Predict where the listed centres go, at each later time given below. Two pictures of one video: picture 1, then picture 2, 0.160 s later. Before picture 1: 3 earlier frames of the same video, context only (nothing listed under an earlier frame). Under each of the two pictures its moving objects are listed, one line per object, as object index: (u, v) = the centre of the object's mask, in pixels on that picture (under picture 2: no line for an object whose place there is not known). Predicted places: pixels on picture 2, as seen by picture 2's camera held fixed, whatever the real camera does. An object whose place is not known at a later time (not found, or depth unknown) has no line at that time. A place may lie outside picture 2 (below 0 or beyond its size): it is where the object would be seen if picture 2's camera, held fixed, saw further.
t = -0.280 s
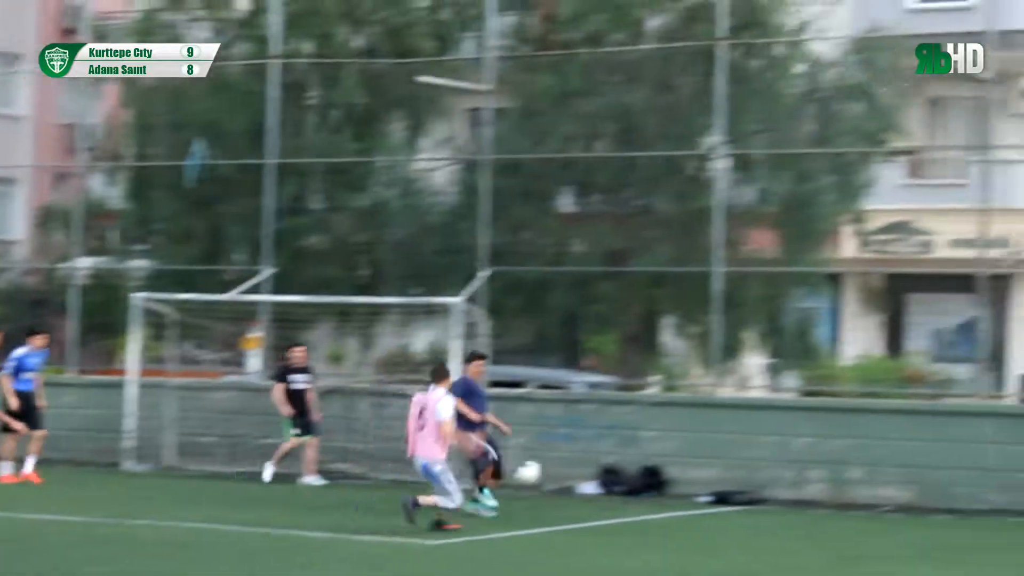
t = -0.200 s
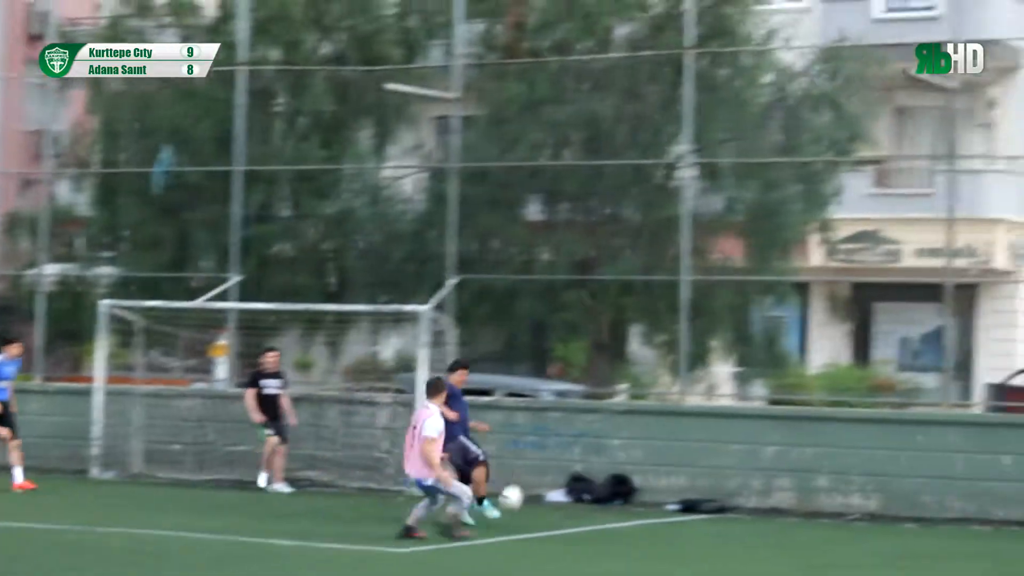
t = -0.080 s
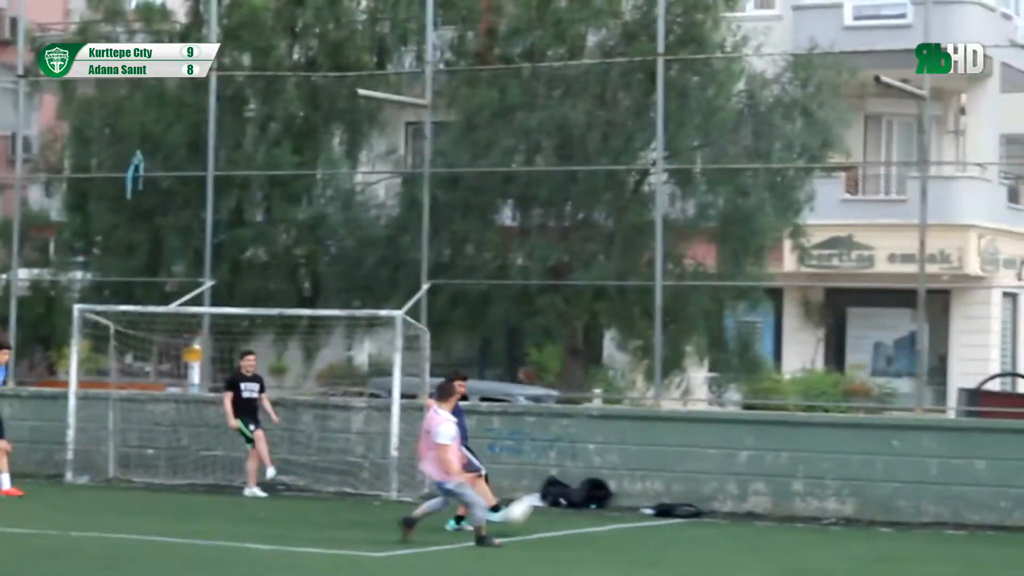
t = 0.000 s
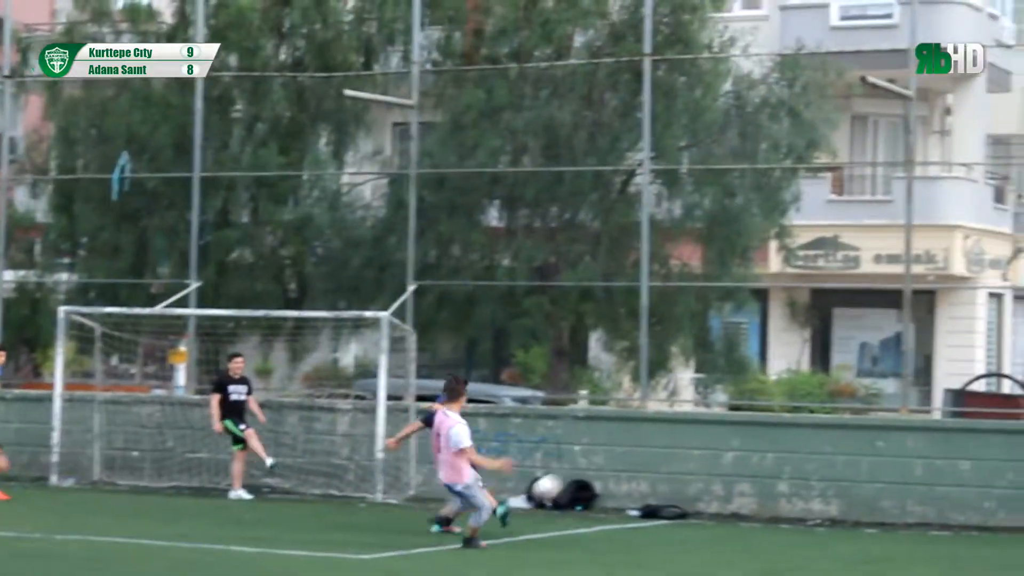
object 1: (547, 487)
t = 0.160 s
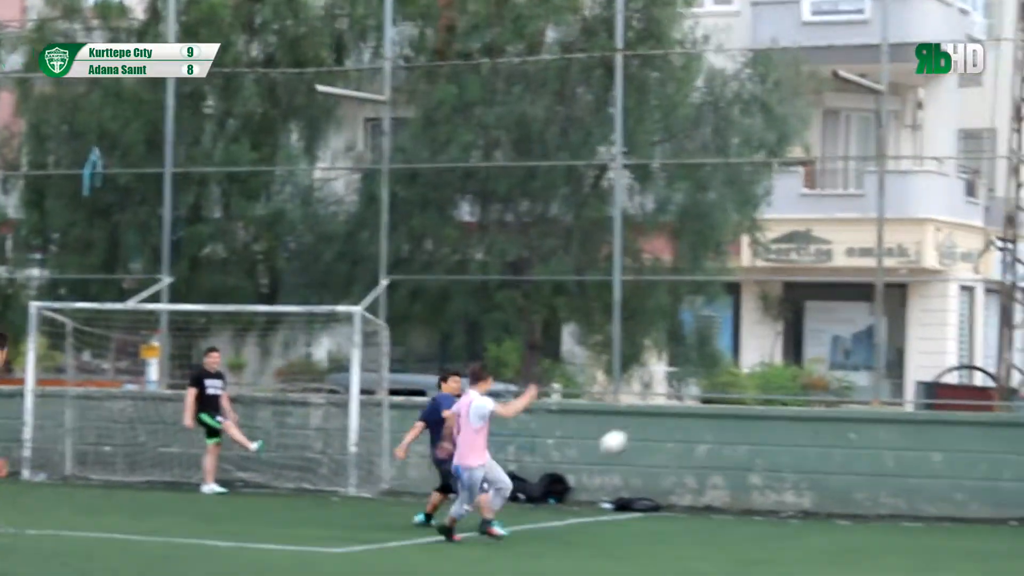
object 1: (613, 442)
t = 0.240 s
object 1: (660, 433)
